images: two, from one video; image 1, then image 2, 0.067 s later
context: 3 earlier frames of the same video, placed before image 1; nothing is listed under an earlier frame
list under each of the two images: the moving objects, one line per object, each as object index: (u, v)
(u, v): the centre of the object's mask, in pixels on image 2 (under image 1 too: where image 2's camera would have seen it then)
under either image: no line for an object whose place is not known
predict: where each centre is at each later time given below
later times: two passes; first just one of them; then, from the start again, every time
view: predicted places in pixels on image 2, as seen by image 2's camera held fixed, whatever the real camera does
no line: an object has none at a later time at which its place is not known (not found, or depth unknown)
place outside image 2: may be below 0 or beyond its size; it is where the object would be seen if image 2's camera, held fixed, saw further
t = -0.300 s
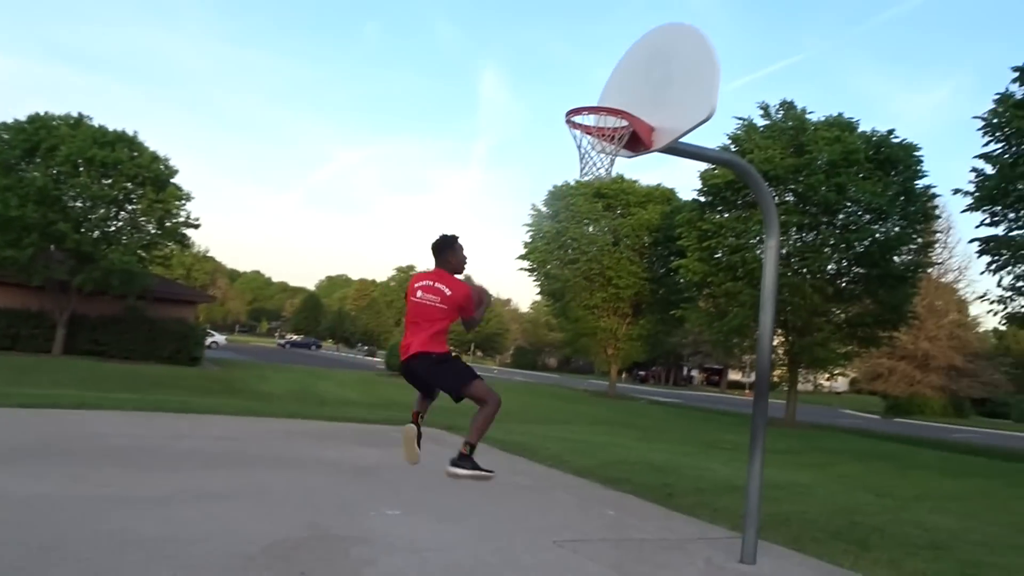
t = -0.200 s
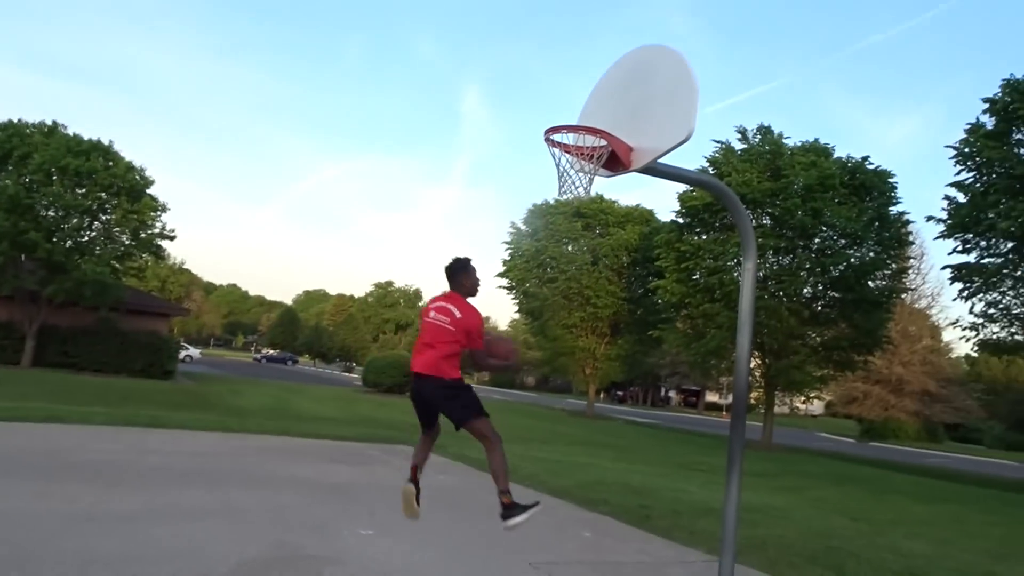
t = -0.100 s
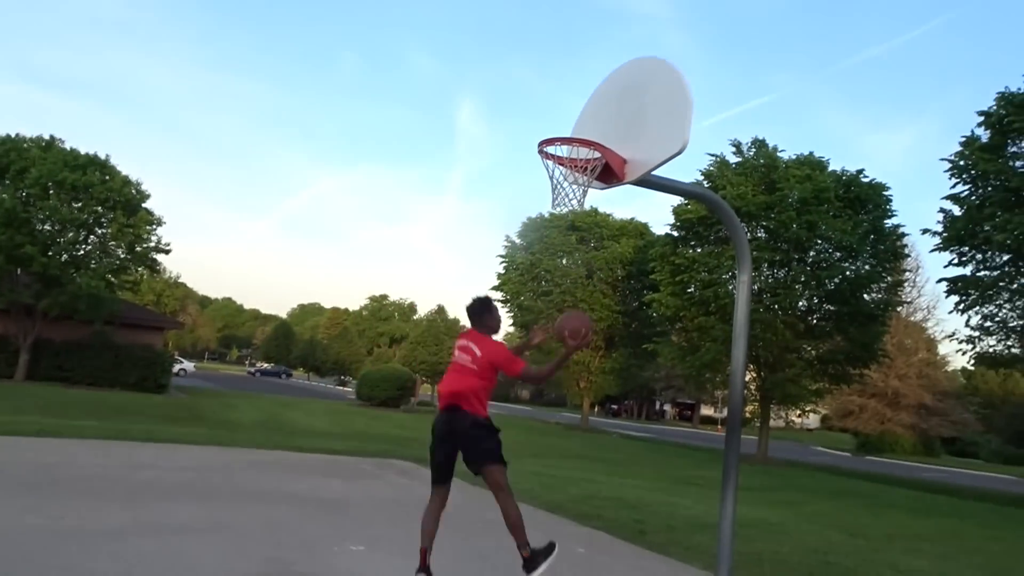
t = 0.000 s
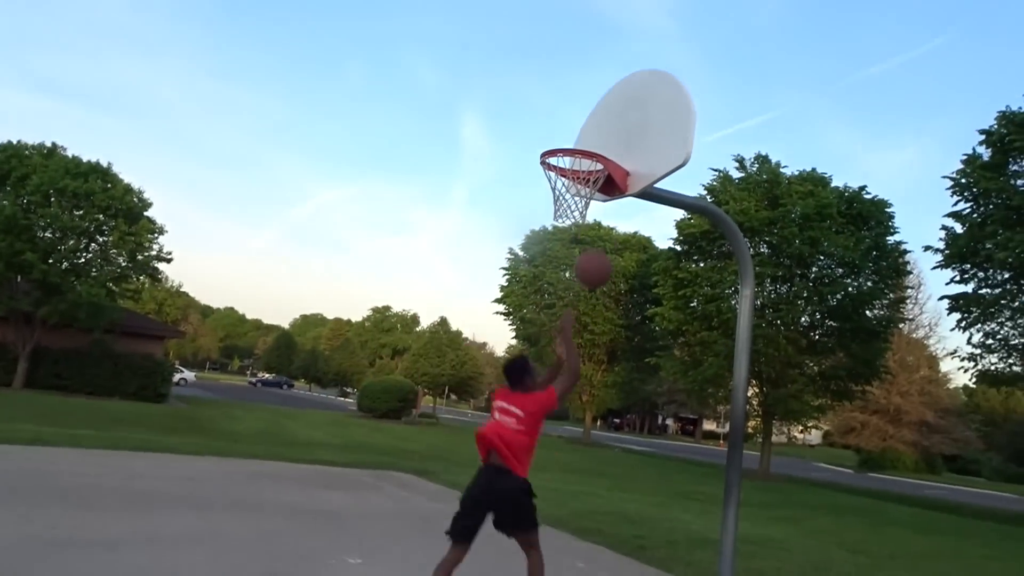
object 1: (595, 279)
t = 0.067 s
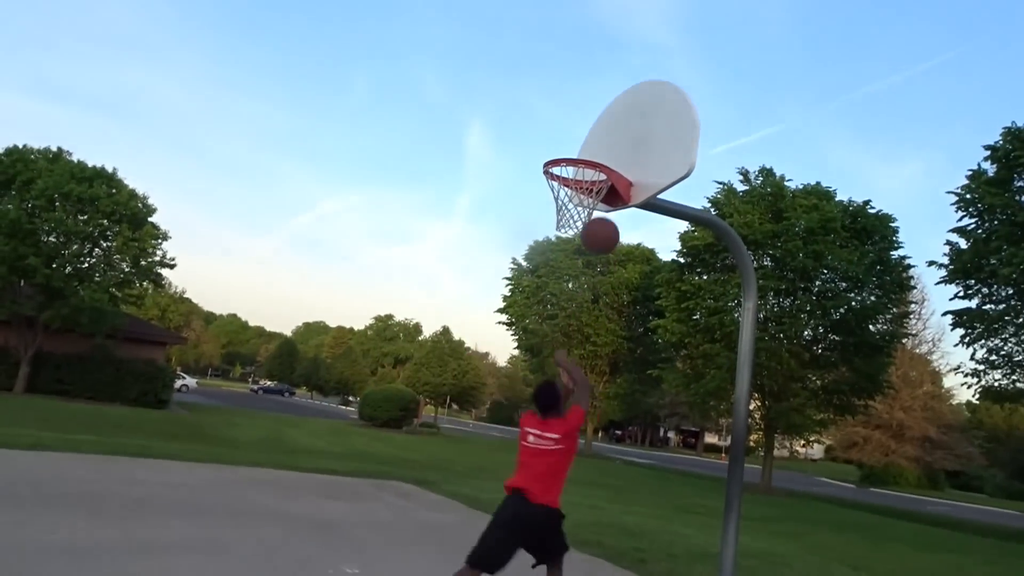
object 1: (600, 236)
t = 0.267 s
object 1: (609, 145)
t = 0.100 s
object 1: (602, 216)
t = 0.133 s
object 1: (604, 198)
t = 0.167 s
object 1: (606, 184)
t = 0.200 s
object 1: (607, 168)
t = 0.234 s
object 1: (608, 156)
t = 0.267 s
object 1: (609, 145)
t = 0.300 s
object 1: (609, 135)
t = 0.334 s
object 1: (610, 128)
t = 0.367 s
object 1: (611, 122)
